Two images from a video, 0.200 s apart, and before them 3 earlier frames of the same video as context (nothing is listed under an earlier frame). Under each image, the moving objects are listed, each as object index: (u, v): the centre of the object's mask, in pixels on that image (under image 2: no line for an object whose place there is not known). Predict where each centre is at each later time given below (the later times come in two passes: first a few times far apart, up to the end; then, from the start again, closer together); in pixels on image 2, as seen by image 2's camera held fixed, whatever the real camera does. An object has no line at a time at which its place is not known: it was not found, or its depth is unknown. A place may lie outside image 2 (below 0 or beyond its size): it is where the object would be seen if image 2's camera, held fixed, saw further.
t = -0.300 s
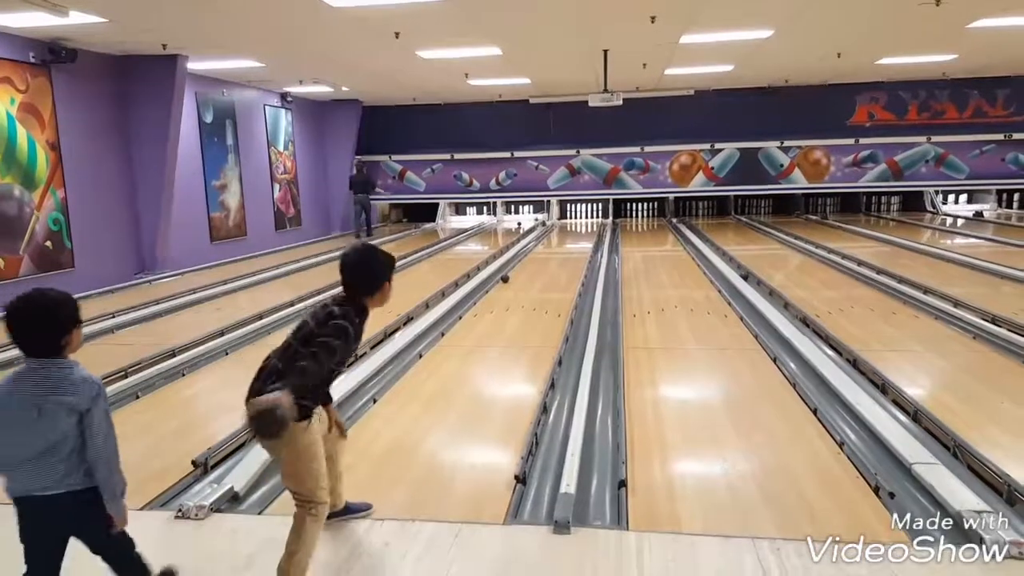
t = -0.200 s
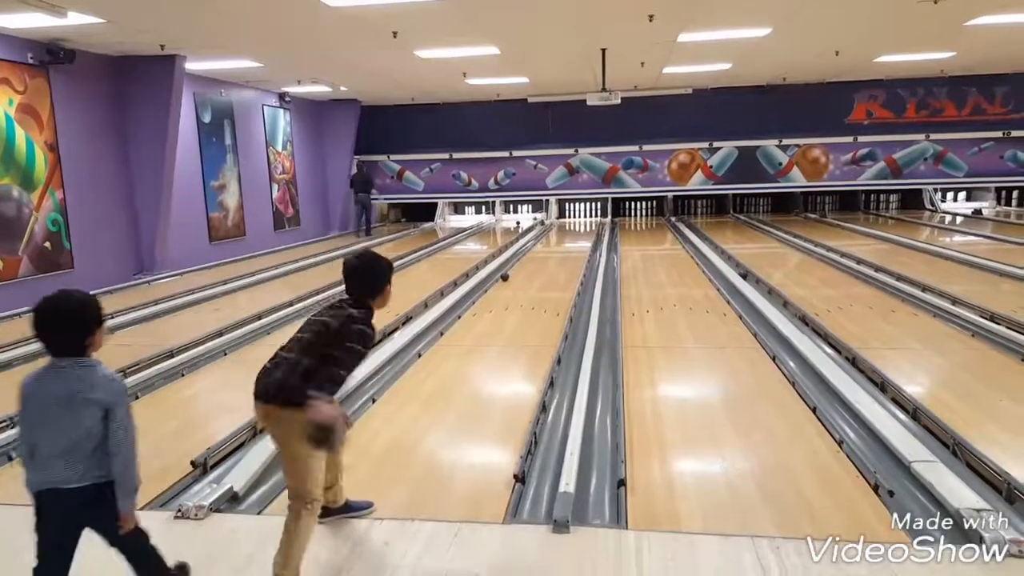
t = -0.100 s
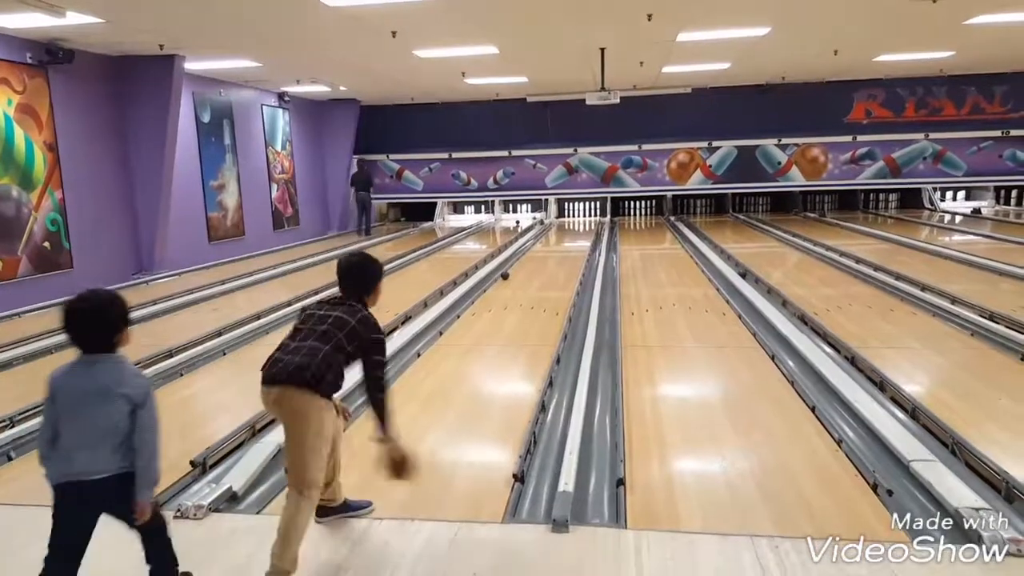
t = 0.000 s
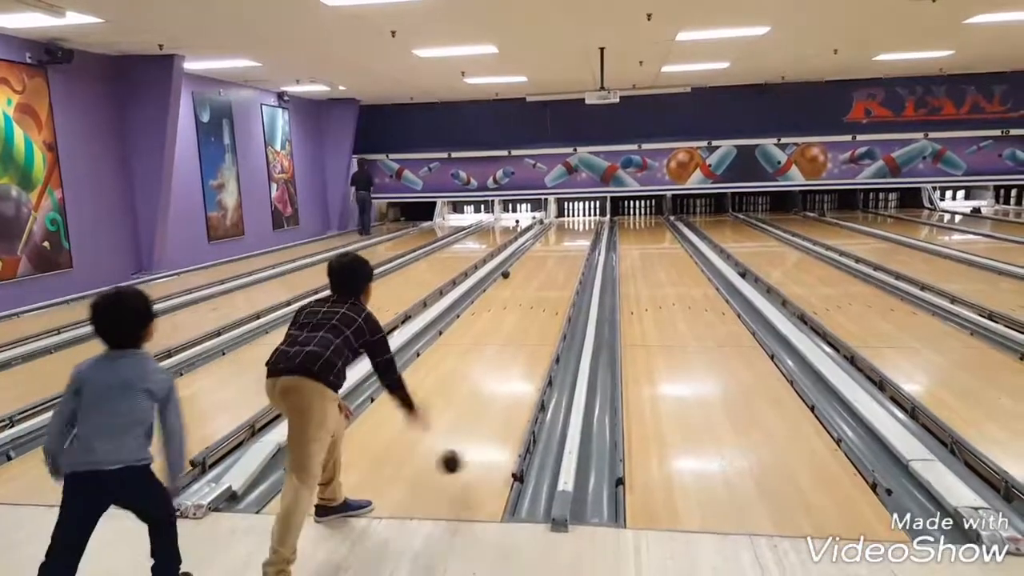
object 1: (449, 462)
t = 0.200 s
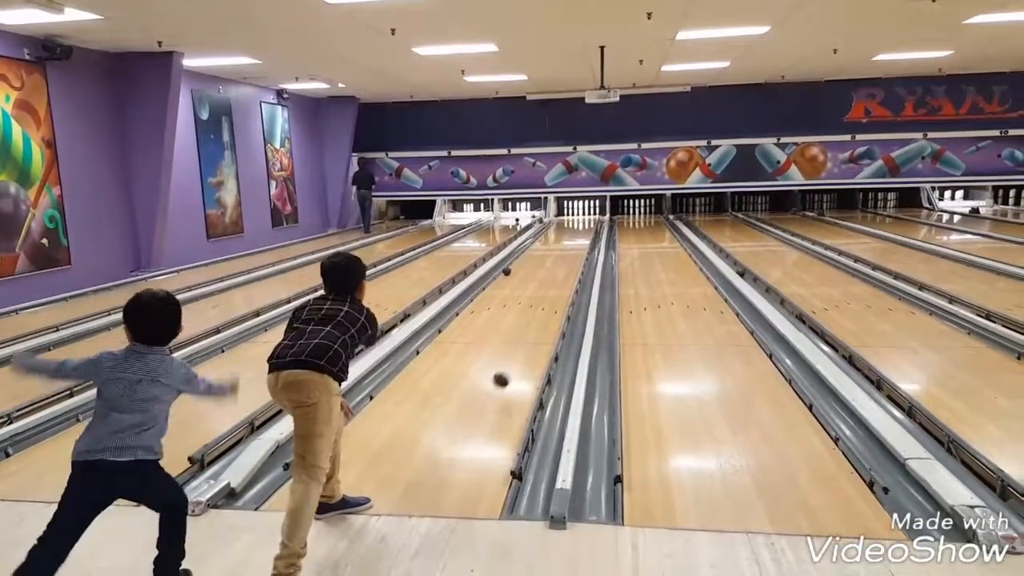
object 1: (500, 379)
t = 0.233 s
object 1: (506, 373)
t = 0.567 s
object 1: (544, 312)
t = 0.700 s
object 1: (553, 297)
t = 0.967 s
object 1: (565, 275)
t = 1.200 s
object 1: (572, 262)
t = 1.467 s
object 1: (578, 251)
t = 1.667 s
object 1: (583, 245)
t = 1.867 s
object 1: (587, 239)
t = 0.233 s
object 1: (506, 373)
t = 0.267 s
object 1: (512, 367)
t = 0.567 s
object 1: (544, 312)
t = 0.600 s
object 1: (547, 308)
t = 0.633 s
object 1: (549, 304)
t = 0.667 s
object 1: (551, 300)
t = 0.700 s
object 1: (553, 297)
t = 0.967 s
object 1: (565, 275)
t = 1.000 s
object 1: (566, 272)
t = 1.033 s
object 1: (567, 271)
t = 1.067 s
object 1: (568, 269)
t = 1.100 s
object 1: (569, 267)
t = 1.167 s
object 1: (571, 264)
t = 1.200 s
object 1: (572, 262)
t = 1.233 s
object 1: (573, 260)
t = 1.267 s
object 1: (573, 259)
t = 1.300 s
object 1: (574, 258)
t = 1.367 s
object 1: (576, 255)
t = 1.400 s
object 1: (577, 254)
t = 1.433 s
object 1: (578, 252)
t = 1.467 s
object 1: (578, 251)
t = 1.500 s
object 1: (579, 250)
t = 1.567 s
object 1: (581, 248)
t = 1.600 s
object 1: (581, 247)
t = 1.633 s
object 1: (582, 246)
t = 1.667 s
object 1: (583, 245)
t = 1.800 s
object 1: (586, 240)
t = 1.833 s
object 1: (586, 239)
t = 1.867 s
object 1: (587, 239)
